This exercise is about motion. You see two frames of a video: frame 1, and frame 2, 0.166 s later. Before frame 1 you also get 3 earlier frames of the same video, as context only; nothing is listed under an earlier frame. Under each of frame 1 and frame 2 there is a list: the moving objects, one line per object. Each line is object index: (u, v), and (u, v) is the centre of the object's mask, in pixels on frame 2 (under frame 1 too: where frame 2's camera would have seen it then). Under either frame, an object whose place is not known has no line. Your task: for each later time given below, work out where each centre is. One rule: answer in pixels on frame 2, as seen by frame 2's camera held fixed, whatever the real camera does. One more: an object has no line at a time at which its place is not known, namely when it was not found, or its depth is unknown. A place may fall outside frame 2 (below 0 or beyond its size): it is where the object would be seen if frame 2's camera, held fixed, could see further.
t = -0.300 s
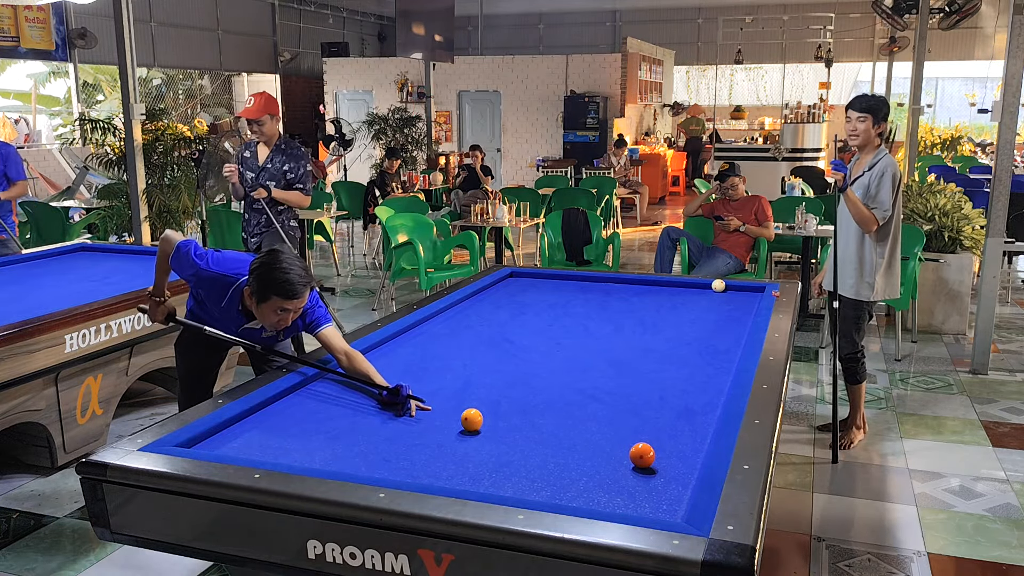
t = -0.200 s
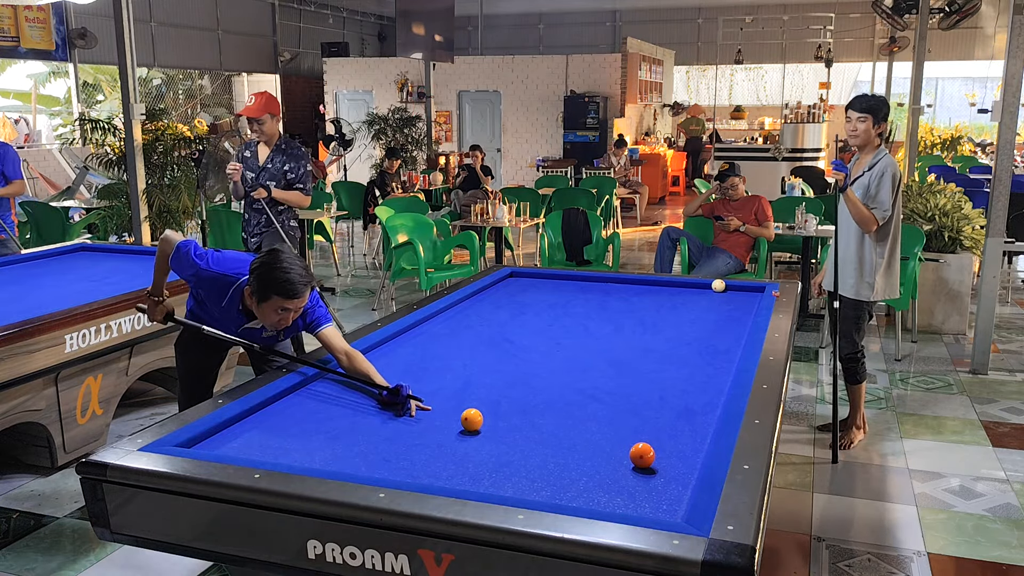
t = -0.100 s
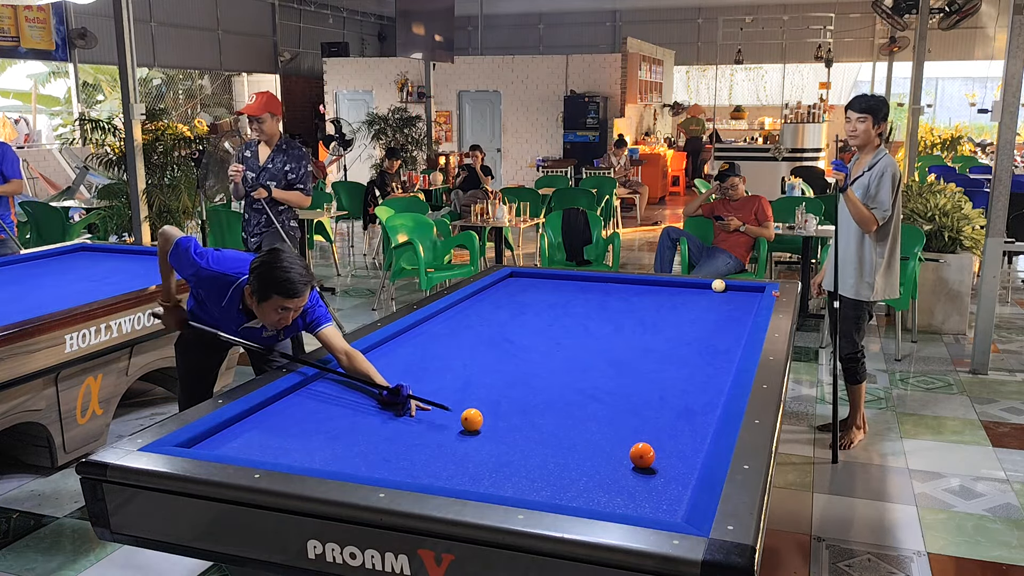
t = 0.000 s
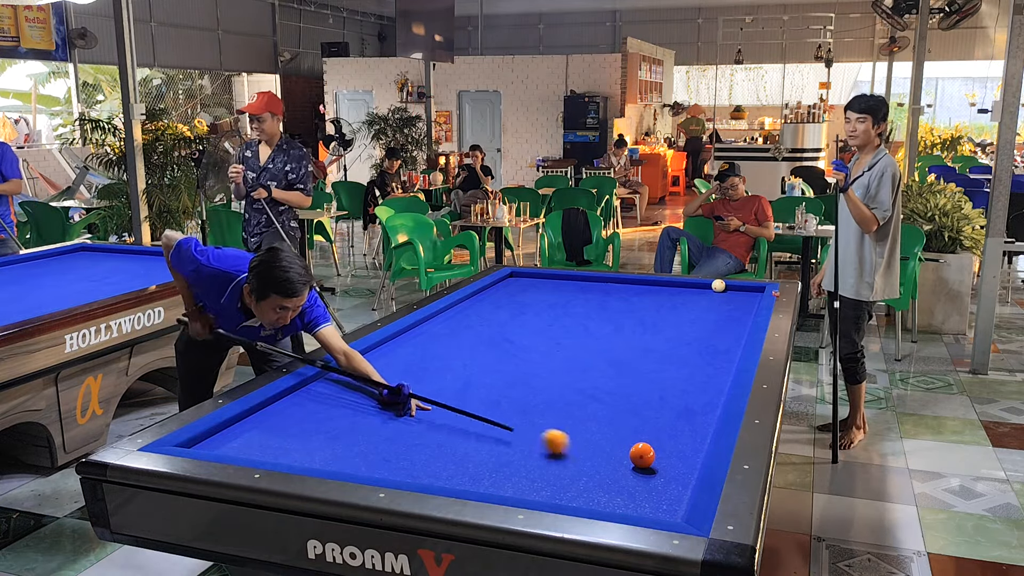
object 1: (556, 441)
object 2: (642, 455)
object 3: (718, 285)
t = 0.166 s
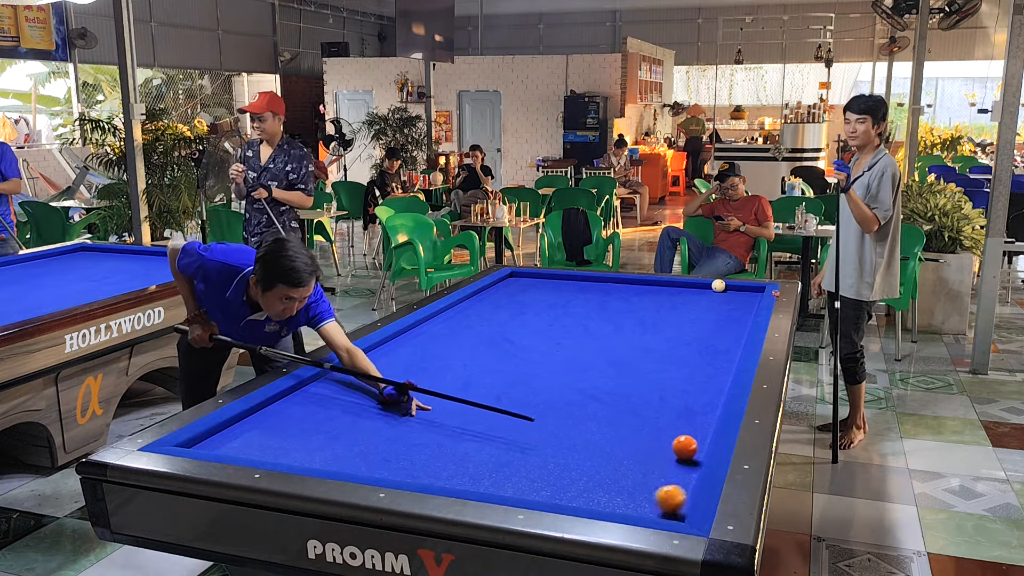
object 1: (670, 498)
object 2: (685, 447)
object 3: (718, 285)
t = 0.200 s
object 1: (641, 503)
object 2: (697, 445)
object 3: (718, 285)
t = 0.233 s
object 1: (612, 504)
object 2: (698, 443)
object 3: (718, 285)
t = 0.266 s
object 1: (592, 496)
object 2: (692, 441)
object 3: (718, 285)
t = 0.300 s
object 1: (574, 488)
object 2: (687, 438)
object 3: (718, 285)
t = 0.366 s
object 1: (543, 469)
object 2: (678, 434)
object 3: (718, 285)
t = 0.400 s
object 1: (529, 461)
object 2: (674, 432)
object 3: (718, 285)
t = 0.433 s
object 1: (516, 453)
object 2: (670, 431)
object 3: (718, 285)
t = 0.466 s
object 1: (504, 446)
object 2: (666, 428)
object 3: (718, 285)
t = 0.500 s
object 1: (493, 440)
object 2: (662, 427)
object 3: (718, 285)
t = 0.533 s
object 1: (483, 433)
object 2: (658, 425)
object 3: (718, 285)
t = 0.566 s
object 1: (474, 428)
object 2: (654, 423)
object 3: (718, 285)
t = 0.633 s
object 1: (457, 418)
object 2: (646, 420)
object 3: (718, 285)
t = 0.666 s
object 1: (449, 414)
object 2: (642, 418)
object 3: (718, 285)
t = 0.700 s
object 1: (442, 409)
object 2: (639, 416)
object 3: (718, 285)
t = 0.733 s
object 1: (435, 405)
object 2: (635, 415)
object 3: (718, 285)
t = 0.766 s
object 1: (428, 401)
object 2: (632, 413)
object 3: (718, 285)
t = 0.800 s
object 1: (421, 397)
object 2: (628, 411)
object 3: (718, 285)
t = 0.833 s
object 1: (414, 393)
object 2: (625, 410)
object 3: (718, 285)
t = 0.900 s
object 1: (402, 385)
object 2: (618, 406)
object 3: (718, 285)
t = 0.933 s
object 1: (396, 382)
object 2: (615, 405)
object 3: (718, 285)
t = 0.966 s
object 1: (390, 378)
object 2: (611, 403)
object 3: (718, 285)
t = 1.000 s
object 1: (384, 375)
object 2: (608, 402)
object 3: (718, 285)
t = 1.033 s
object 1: (378, 371)
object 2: (605, 401)
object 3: (718, 285)
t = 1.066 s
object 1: (373, 368)
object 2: (602, 399)
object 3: (718, 285)
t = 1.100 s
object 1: (368, 365)
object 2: (599, 398)
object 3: (718, 285)
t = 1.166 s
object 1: (357, 359)
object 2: (593, 395)
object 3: (718, 285)
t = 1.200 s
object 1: (362, 357)
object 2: (590, 393)
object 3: (718, 285)
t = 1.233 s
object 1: (373, 355)
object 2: (587, 392)
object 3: (718, 285)
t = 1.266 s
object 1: (383, 353)
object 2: (584, 391)
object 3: (718, 285)
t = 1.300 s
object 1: (393, 352)
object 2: (581, 389)
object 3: (718, 285)
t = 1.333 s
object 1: (402, 350)
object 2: (578, 388)
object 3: (718, 285)
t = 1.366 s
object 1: (411, 348)
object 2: (575, 386)
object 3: (718, 285)
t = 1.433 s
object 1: (427, 345)
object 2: (570, 384)
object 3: (718, 285)
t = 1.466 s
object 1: (435, 343)
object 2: (567, 382)
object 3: (718, 285)
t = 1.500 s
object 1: (442, 342)
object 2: (565, 382)
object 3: (718, 285)
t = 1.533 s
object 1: (450, 340)
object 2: (562, 380)
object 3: (718, 285)
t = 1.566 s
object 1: (457, 339)
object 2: (559, 379)
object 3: (718, 285)
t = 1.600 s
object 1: (465, 337)
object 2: (557, 378)
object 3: (718, 285)
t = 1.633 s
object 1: (472, 335)
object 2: (554, 377)
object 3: (718, 285)
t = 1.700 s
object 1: (486, 333)
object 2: (549, 374)
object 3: (718, 285)
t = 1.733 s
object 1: (493, 331)
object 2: (547, 373)
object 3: (718, 285)
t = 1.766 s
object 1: (500, 330)
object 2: (545, 372)
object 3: (718, 285)
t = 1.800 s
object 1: (507, 328)
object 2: (542, 372)
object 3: (718, 285)
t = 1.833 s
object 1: (514, 327)
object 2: (540, 370)
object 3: (718, 285)
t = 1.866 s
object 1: (520, 326)
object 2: (538, 369)
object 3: (718, 285)
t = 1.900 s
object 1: (527, 325)
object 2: (536, 368)
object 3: (718, 285)
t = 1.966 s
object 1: (539, 322)
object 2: (531, 366)
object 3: (718, 285)
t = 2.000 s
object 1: (545, 321)
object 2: (529, 365)
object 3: (718, 285)
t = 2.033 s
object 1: (552, 320)
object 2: (527, 364)
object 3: (718, 285)
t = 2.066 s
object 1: (558, 318)
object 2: (525, 363)
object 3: (718, 285)
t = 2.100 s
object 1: (564, 317)
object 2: (523, 362)
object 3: (718, 285)
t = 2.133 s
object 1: (570, 316)
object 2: (521, 361)
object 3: (718, 285)
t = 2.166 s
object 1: (576, 315)
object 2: (519, 360)
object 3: (718, 285)
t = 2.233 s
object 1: (587, 312)
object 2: (514, 358)
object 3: (718, 285)
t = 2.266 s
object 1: (593, 311)
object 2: (512, 357)
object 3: (718, 285)
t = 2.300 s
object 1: (598, 310)
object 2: (511, 356)
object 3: (718, 285)
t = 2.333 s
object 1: (604, 309)
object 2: (509, 355)
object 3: (718, 285)
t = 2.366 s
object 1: (609, 308)
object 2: (507, 354)
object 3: (718, 285)
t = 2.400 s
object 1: (614, 307)
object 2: (505, 353)
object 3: (718, 285)
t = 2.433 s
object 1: (620, 306)
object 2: (503, 353)
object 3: (718, 285)
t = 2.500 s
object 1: (630, 304)
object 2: (499, 351)
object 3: (718, 285)
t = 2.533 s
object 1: (635, 303)
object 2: (497, 350)
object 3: (718, 285)
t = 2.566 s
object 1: (640, 302)
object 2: (495, 349)
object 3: (718, 285)
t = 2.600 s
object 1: (645, 301)
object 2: (494, 348)
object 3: (718, 285)
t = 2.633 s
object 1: (650, 299)
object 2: (492, 347)
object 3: (718, 285)
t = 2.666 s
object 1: (655, 298)
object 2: (490, 347)
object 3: (718, 285)
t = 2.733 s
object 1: (664, 297)
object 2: (487, 345)
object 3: (718, 285)
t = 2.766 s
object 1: (669, 296)
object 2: (485, 344)
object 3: (718, 285)
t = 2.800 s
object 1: (674, 295)
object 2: (483, 343)
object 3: (718, 285)
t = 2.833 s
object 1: (678, 294)
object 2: (482, 343)
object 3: (718, 285)
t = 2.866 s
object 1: (683, 293)
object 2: (480, 342)
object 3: (718, 285)
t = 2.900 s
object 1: (688, 292)
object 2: (478, 341)
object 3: (718, 285)
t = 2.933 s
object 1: (692, 291)
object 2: (477, 340)
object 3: (718, 285)
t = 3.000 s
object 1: (701, 289)
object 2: (474, 339)
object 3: (718, 285)
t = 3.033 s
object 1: (705, 288)
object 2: (472, 338)
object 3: (718, 285)
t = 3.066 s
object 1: (709, 288)
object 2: (470, 338)
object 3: (720, 284)
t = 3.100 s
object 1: (710, 287)
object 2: (469, 337)
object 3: (721, 285)
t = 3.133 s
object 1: (709, 288)
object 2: (467, 336)
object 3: (722, 286)
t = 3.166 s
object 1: (707, 288)
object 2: (466, 336)
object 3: (724, 286)
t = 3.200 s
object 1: (707, 288)
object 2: (464, 335)
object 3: (726, 287)
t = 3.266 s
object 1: (706, 288)
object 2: (461, 334)
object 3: (730, 288)
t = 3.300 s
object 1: (706, 288)
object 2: (460, 333)
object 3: (732, 288)
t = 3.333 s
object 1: (705, 288)
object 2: (458, 332)
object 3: (734, 289)
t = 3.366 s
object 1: (705, 288)
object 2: (457, 332)
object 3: (736, 289)
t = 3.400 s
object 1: (705, 288)
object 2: (456, 331)
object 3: (738, 290)
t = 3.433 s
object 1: (705, 288)
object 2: (454, 330)
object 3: (740, 290)
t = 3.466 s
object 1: (705, 288)
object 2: (453, 330)
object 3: (742, 290)
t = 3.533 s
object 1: (705, 288)
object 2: (450, 328)
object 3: (745, 291)
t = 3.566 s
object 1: (705, 288)
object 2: (449, 328)
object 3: (747, 292)
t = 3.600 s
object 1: (704, 288)
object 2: (448, 327)
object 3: (749, 292)
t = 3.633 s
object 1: (704, 288)
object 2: (446, 327)
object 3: (751, 292)
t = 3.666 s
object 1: (704, 288)
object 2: (445, 326)
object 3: (753, 293)
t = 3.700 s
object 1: (704, 288)
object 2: (444, 325)
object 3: (755, 293)
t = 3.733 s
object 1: (704, 288)
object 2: (442, 325)
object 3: (757, 294)
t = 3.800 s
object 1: (704, 288)
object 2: (440, 324)
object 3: (754, 294)
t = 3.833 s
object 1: (704, 288)
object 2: (439, 323)
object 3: (753, 294)
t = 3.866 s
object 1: (704, 288)
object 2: (437, 322)
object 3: (752, 295)
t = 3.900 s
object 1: (704, 288)
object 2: (436, 322)
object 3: (751, 295)
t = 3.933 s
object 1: (704, 288)
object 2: (435, 321)
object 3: (749, 295)
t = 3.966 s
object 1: (704, 288)
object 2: (434, 320)
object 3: (748, 295)
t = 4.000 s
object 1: (704, 288)
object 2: (433, 320)
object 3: (747, 295)
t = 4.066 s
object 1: (704, 288)
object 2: (431, 319)
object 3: (744, 296)
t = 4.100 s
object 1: (704, 288)
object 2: (431, 318)
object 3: (743, 296)
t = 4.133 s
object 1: (704, 288)
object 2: (432, 318)
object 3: (742, 296)
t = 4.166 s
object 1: (704, 288)
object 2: (433, 318)
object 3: (741, 296)
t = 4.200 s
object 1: (704, 288)
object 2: (435, 318)
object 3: (739, 296)
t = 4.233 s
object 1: (704, 288)
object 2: (436, 318)
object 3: (738, 296)
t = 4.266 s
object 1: (704, 288)
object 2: (438, 317)
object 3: (737, 297)
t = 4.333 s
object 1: (704, 288)
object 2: (441, 317)
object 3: (734, 297)
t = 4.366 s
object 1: (704, 288)
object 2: (442, 317)
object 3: (733, 297)
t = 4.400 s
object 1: (704, 288)
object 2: (443, 317)
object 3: (732, 297)
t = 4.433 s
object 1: (704, 288)
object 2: (444, 317)
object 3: (730, 297)
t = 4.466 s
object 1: (704, 288)
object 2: (446, 317)
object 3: (729, 298)
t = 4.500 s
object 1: (704, 288)
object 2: (447, 317)
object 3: (728, 298)
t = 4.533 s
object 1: (704, 288)
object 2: (449, 316)
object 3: (727, 298)
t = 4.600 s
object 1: (704, 288)
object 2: (451, 316)
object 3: (724, 298)
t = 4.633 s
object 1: (704, 288)
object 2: (453, 316)
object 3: (723, 298)
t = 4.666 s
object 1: (704, 288)
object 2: (454, 316)
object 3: (722, 298)
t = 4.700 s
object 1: (704, 288)
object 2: (455, 316)
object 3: (721, 299)
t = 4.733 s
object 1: (704, 288)
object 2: (456, 315)
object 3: (720, 299)
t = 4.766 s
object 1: (704, 288)
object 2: (458, 315)
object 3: (719, 299)
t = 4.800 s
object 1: (704, 288)
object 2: (459, 315)
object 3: (717, 299)
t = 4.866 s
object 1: (704, 288)
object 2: (461, 315)
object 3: (715, 299)
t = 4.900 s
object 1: (704, 288)
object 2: (463, 315)
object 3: (714, 299)
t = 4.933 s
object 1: (704, 288)
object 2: (464, 315)
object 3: (713, 300)
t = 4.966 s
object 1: (704, 288)
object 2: (465, 315)
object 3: (712, 300)
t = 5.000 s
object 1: (704, 288)
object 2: (466, 315)
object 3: (711, 300)
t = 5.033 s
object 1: (704, 288)
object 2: (467, 314)
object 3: (709, 300)
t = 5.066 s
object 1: (704, 288)
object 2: (468, 314)
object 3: (708, 300)
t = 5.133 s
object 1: (704, 288)
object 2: (470, 314)
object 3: (706, 301)
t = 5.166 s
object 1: (704, 288)
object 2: (472, 314)
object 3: (705, 301)
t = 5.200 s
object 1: (704, 288)
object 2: (473, 314)
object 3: (704, 301)
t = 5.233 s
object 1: (704, 288)
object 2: (474, 314)
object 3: (703, 301)
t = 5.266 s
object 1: (704, 288)
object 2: (475, 314)
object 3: (702, 301)
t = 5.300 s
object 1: (704, 288)
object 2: (476, 314)
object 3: (701, 301)
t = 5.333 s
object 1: (704, 288)
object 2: (477, 313)
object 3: (700, 301)
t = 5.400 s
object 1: (704, 288)
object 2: (479, 313)
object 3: (698, 302)
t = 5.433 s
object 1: (704, 288)
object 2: (480, 313)
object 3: (697, 302)
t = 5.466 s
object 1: (704, 288)
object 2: (481, 313)
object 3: (696, 302)
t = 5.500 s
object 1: (704, 288)
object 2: (482, 313)
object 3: (695, 302)
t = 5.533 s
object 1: (704, 288)
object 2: (483, 313)
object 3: (694, 302)
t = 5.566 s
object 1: (704, 288)
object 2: (484, 313)
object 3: (693, 302)
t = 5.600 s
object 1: (704, 288)
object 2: (484, 313)
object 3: (692, 302)
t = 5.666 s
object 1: (704, 288)
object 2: (486, 312)
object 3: (690, 302)
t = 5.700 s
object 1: (704, 288)
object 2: (487, 312)
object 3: (689, 303)
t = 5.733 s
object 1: (704, 288)
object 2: (488, 312)
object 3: (688, 303)
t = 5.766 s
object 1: (704, 288)
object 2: (489, 312)
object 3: (687, 303)
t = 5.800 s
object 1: (704, 288)
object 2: (489, 312)
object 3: (686, 303)
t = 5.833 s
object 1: (704, 288)
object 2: (490, 312)
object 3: (685, 303)
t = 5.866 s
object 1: (704, 288)
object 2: (491, 312)
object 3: (684, 303)
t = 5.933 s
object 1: (704, 288)
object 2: (493, 311)
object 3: (683, 303)
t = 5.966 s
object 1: (704, 288)
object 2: (493, 311)
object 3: (682, 303)
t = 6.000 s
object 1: (704, 288)
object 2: (494, 311)
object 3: (681, 304)
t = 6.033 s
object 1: (704, 288)
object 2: (495, 311)
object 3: (680, 304)
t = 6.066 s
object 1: (704, 288)
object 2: (496, 311)
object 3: (679, 304)
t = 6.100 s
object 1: (704, 288)
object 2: (496, 311)
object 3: (678, 304)
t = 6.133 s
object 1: (704, 288)
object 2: (497, 311)
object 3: (677, 304)
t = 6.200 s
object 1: (704, 288)
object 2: (498, 311)
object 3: (676, 304)
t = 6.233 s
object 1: (704, 288)
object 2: (499, 310)
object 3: (675, 304)
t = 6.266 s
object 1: (704, 288)
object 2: (500, 310)
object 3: (674, 304)
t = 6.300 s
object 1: (704, 288)
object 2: (500, 310)
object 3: (673, 304)
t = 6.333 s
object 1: (704, 288)
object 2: (501, 310)
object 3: (673, 304)
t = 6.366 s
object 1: (704, 288)
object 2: (502, 310)
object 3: (672, 305)
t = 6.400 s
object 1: (704, 288)
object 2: (502, 310)
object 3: (671, 305)
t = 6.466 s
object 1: (704, 288)
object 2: (504, 310)
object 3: (670, 305)
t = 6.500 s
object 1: (704, 288)
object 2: (504, 310)
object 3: (669, 305)
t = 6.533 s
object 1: (704, 288)
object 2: (505, 310)
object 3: (668, 305)
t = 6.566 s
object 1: (704, 288)
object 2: (505, 310)
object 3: (668, 305)
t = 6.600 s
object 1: (704, 288)
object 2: (506, 310)
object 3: (667, 305)
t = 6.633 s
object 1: (704, 288)
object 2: (506, 310)
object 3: (666, 305)
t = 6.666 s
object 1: (704, 288)
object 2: (507, 310)
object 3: (666, 305)
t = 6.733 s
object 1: (704, 288)
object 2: (508, 309)
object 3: (664, 305)
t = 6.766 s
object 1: (704, 288)
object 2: (508, 309)
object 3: (664, 306)
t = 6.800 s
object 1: (704, 288)
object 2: (509, 309)
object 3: (663, 306)
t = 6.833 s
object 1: (704, 288)
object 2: (509, 309)
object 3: (662, 306)
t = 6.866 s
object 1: (704, 288)
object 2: (510, 309)
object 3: (662, 306)
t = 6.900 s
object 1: (704, 288)
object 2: (510, 309)
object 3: (661, 306)
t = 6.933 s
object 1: (704, 288)
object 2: (510, 309)
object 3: (660, 306)
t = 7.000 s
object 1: (704, 288)
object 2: (511, 309)
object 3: (659, 306)
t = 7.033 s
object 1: (704, 288)
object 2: (512, 309)
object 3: (659, 306)
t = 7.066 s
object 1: (704, 288)
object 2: (512, 309)
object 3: (658, 306)
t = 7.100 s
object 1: (704, 288)
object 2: (513, 309)
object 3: (658, 306)
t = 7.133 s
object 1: (704, 288)
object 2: (513, 309)
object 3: (657, 306)
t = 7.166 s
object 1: (704, 288)
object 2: (513, 309)
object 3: (657, 306)
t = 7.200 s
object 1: (704, 288)
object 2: (514, 309)
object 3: (656, 307)
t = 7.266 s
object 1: (704, 288)
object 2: (514, 309)
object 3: (655, 307)
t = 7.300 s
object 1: (704, 288)
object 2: (514, 309)
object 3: (655, 307)
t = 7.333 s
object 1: (704, 288)
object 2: (515, 309)
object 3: (654, 307)
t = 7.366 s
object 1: (704, 288)
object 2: (515, 309)
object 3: (654, 307)
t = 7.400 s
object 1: (704, 288)
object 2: (515, 309)
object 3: (653, 307)
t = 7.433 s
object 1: (704, 288)
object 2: (516, 309)
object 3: (653, 307)
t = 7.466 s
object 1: (704, 288)
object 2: (516, 309)
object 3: (652, 307)
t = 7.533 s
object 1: (704, 288)
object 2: (516, 309)
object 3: (652, 307)
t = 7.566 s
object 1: (704, 288)
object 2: (517, 309)
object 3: (651, 307)
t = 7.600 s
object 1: (704, 288)
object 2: (517, 308)
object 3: (651, 307)
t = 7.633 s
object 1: (704, 288)
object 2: (517, 308)
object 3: (650, 307)
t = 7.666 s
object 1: (704, 288)
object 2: (517, 308)
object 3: (650, 307)
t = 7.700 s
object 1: (704, 288)
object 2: (518, 308)
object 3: (650, 307)
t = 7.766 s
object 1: (704, 288)
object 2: (518, 308)
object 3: (649, 307)
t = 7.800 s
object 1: (704, 288)
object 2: (518, 308)
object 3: (649, 307)
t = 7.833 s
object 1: (704, 288)
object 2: (518, 308)
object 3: (648, 307)
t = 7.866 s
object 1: (704, 288)
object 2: (519, 308)
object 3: (648, 307)
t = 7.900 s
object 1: (704, 288)
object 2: (519, 308)
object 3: (648, 307)
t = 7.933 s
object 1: (704, 288)
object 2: (519, 308)
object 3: (647, 308)
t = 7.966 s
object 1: (704, 288)
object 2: (519, 308)
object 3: (647, 308)
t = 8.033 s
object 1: (704, 288)
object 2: (519, 308)
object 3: (646, 308)
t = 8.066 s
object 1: (704, 288)
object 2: (519, 308)
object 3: (646, 308)
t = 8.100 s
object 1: (704, 288)
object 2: (519, 308)
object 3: (646, 308)
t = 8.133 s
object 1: (704, 288)
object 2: (520, 308)
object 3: (645, 308)
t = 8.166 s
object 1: (704, 288)
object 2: (520, 308)
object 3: (645, 308)
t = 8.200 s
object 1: (704, 288)
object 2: (520, 308)
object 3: (645, 308)
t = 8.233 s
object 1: (704, 288)
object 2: (520, 308)
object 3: (645, 308)
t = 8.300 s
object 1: (704, 288)
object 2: (519, 308)
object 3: (644, 308)
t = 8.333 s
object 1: (704, 288)
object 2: (519, 308)
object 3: (644, 308)
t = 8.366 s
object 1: (704, 288)
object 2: (519, 308)
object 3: (644, 308)
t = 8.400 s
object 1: (704, 288)
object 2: (519, 308)
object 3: (643, 308)
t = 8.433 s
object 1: (704, 288)
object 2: (519, 308)
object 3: (643, 308)
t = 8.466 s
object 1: (704, 288)
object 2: (519, 308)
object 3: (643, 308)
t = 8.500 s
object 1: (704, 288)
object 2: (519, 308)
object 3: (643, 308)
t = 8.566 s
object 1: (704, 288)
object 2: (519, 308)
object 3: (643, 308)
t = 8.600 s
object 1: (704, 288)
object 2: (519, 308)
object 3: (642, 308)
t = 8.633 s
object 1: (704, 288)
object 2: (519, 308)
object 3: (642, 308)
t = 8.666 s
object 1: (704, 288)
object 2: (519, 308)
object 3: (642, 308)
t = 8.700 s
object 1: (704, 288)
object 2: (519, 308)
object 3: (642, 308)
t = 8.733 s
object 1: (704, 288)
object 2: (519, 308)
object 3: (642, 308)
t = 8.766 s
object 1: (704, 288)
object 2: (519, 308)
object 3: (642, 308)
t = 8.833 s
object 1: (704, 288)
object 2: (519, 308)
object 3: (642, 308)
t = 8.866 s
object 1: (704, 288)
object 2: (519, 308)
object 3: (642, 308)
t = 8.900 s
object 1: (704, 288)
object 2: (519, 308)
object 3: (642, 308)
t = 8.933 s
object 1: (704, 288)
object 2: (519, 308)
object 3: (642, 308)
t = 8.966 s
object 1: (704, 288)
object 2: (519, 308)
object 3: (642, 308)
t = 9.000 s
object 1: (704, 288)
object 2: (519, 308)
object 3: (642, 308)
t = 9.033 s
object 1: (704, 288)
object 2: (519, 308)
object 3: (642, 308)
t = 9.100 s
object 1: (704, 288)
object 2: (519, 309)
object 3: (642, 308)
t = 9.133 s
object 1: (704, 288)
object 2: (519, 308)
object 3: (642, 308)
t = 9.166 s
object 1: (704, 288)
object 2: (519, 308)
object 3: (642, 308)
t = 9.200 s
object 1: (704, 288)
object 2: (519, 308)
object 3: (642, 308)
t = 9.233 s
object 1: (704, 288)
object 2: (519, 309)
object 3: (642, 308)
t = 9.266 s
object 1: (704, 288)
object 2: (519, 308)
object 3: (642, 308)
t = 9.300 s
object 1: (704, 288)
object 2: (519, 308)
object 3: (642, 308)
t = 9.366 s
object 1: (704, 288)
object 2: (519, 308)
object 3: (642, 308)
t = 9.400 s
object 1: (704, 288)
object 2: (519, 308)
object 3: (643, 308)
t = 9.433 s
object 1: (704, 288)
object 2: (519, 308)
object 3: (643, 308)
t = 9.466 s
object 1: (704, 288)
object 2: (519, 308)
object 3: (643, 308)
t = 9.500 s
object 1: (704, 288)
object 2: (519, 308)
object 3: (643, 308)
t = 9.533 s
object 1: (704, 288)
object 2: (519, 308)
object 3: (643, 308)
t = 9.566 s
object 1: (704, 288)
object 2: (519, 308)
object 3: (643, 308)
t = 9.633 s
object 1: (704, 288)
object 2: (519, 308)
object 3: (642, 308)
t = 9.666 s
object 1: (704, 288)
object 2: (519, 308)
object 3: (643, 308)
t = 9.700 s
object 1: (704, 288)
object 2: (519, 308)
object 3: (643, 308)
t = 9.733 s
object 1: (704, 288)
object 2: (519, 308)
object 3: (643, 308)
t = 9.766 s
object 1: (704, 288)
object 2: (519, 308)
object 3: (643, 308)
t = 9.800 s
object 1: (704, 288)
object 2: (519, 308)
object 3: (643, 308)
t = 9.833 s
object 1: (704, 288)
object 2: (519, 308)
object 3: (643, 308)
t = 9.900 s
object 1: (704, 288)
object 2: (519, 308)
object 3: (643, 308)
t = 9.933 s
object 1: (704, 288)
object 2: (519, 308)
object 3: (643, 308)
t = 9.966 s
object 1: (704, 288)
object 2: (519, 308)
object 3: (643, 308)
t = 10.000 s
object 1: (704, 288)
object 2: (519, 308)
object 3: (643, 308)
